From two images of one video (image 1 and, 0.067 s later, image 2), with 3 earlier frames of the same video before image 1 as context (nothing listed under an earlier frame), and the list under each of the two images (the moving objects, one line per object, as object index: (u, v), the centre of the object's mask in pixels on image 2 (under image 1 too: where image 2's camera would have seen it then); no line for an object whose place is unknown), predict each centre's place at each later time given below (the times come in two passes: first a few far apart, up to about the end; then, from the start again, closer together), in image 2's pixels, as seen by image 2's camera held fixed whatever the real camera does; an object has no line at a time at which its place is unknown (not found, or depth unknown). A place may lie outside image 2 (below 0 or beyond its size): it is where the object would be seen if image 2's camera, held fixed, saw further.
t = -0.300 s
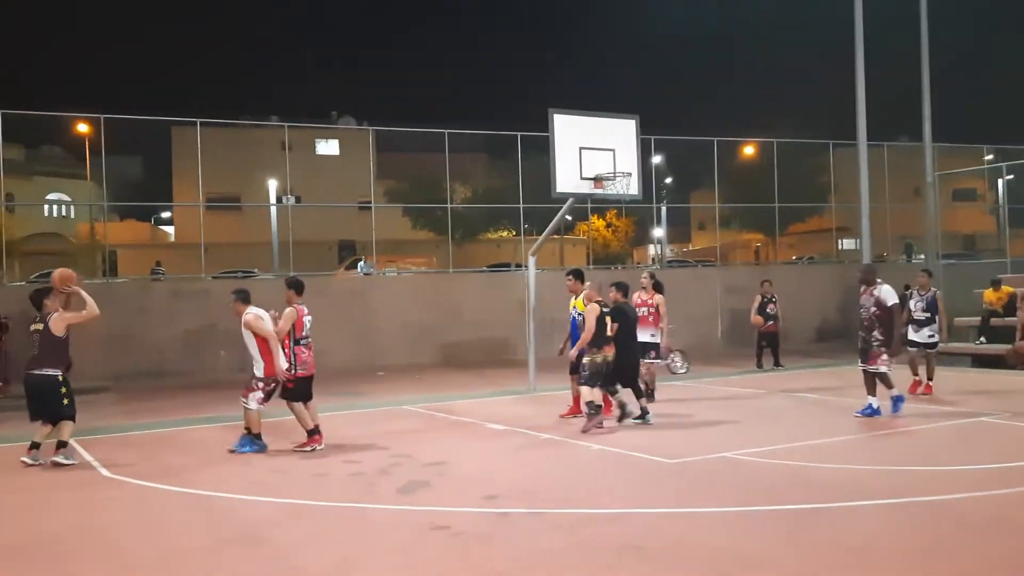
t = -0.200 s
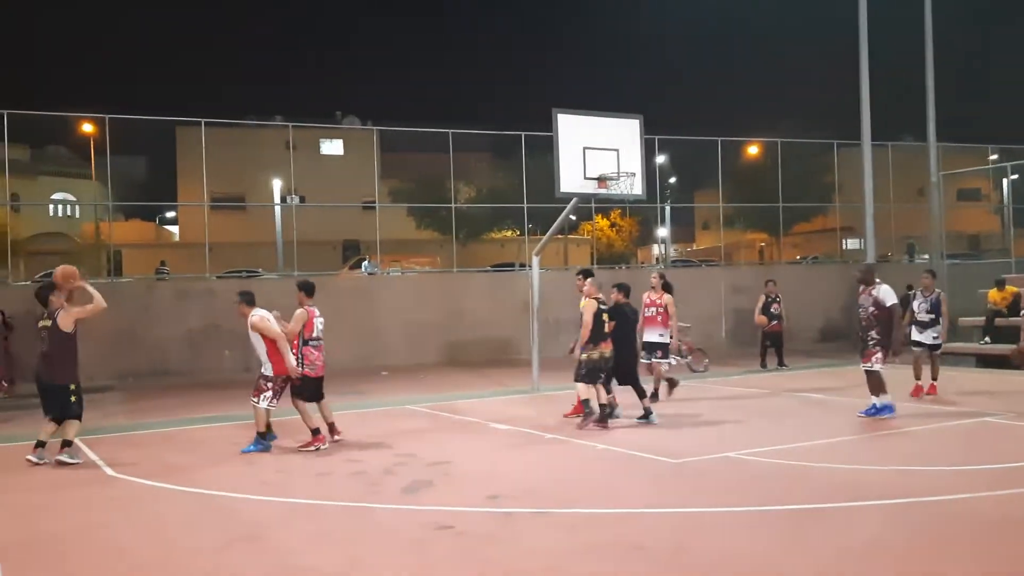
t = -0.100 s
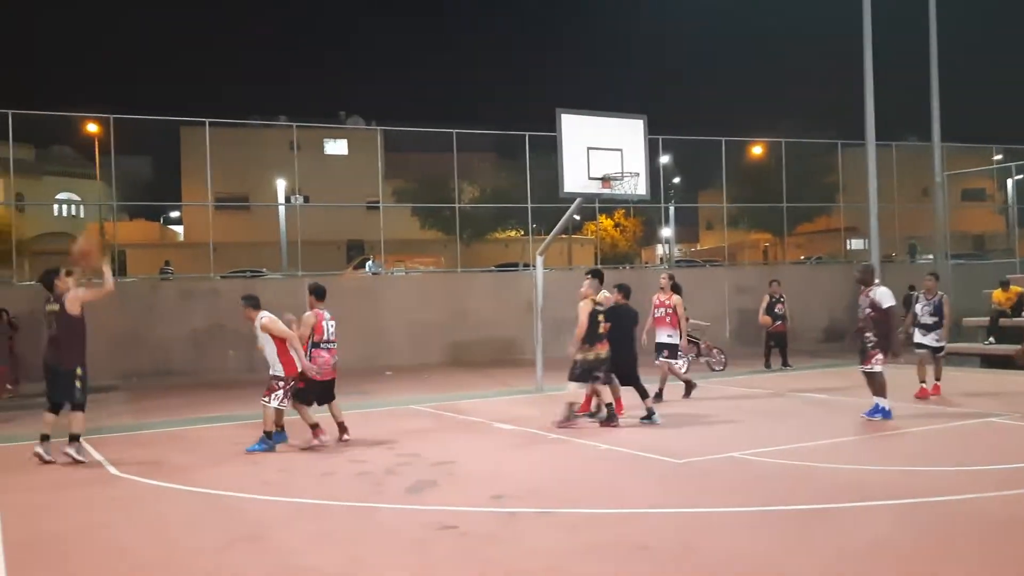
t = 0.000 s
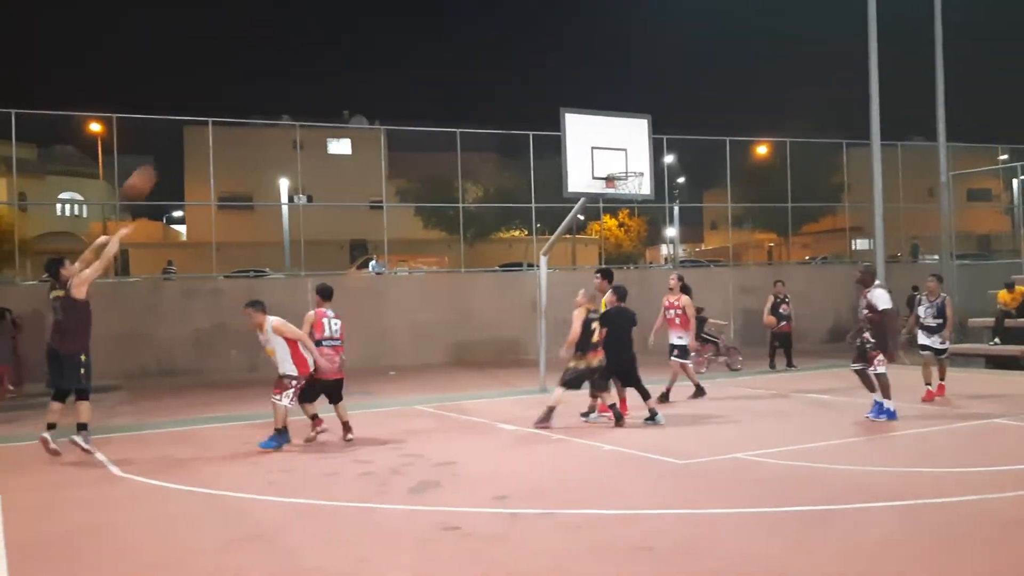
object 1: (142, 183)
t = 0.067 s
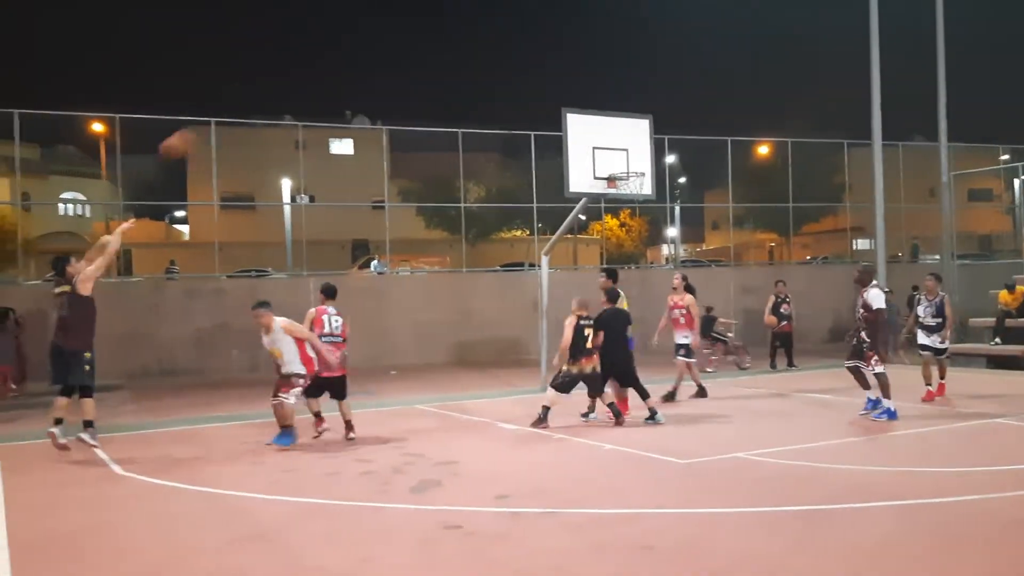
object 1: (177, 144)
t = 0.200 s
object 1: (244, 86)
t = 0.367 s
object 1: (318, 38)
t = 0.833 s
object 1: (497, 39)
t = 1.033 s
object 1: (561, 88)
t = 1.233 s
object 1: (620, 161)
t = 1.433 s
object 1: (651, 210)
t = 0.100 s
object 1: (192, 127)
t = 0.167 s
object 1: (229, 98)
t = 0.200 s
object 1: (244, 86)
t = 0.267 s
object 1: (275, 63)
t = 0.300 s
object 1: (290, 53)
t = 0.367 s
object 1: (318, 38)
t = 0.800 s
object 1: (486, 34)
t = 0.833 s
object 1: (497, 39)
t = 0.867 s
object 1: (509, 46)
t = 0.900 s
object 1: (520, 53)
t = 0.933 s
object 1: (530, 61)
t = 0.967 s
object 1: (540, 69)
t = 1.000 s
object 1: (551, 78)
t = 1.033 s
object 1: (561, 88)
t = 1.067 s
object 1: (571, 98)
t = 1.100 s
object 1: (580, 108)
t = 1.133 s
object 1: (591, 122)
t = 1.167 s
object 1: (600, 134)
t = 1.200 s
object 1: (609, 146)
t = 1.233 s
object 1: (620, 161)
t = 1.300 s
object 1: (637, 187)
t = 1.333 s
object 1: (641, 190)
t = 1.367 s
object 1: (645, 197)
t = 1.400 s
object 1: (649, 204)
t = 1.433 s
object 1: (651, 210)
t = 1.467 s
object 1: (656, 218)
